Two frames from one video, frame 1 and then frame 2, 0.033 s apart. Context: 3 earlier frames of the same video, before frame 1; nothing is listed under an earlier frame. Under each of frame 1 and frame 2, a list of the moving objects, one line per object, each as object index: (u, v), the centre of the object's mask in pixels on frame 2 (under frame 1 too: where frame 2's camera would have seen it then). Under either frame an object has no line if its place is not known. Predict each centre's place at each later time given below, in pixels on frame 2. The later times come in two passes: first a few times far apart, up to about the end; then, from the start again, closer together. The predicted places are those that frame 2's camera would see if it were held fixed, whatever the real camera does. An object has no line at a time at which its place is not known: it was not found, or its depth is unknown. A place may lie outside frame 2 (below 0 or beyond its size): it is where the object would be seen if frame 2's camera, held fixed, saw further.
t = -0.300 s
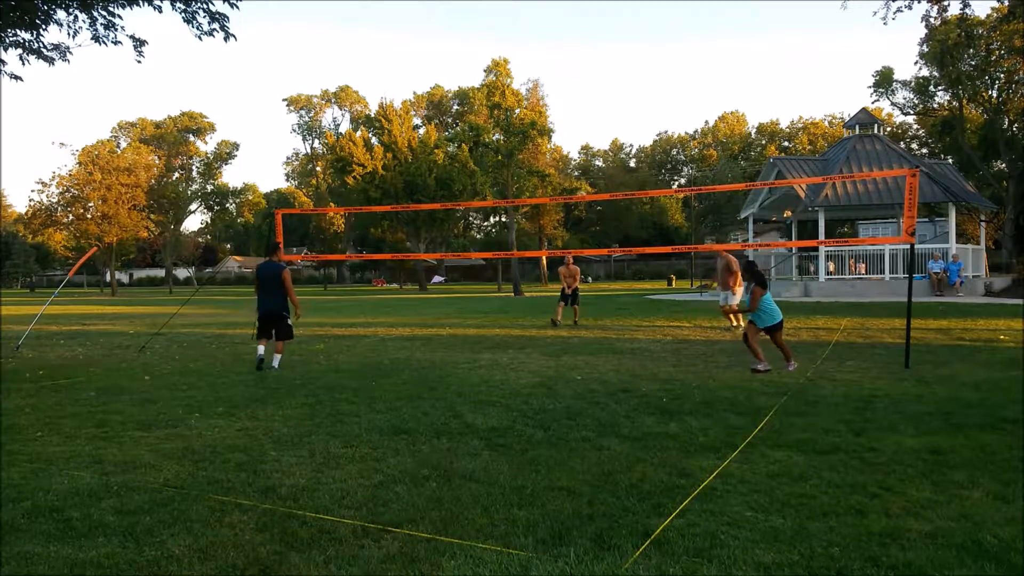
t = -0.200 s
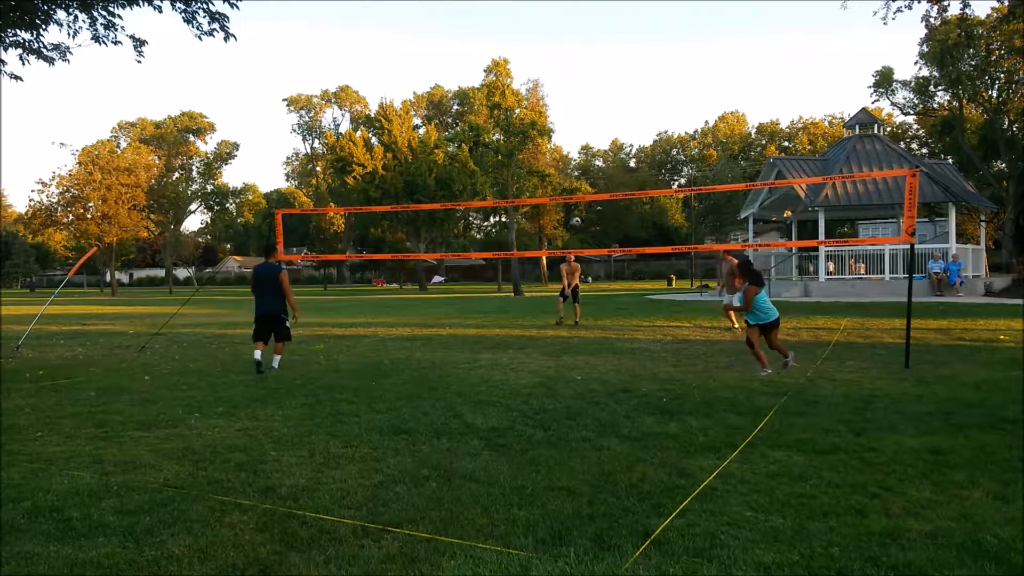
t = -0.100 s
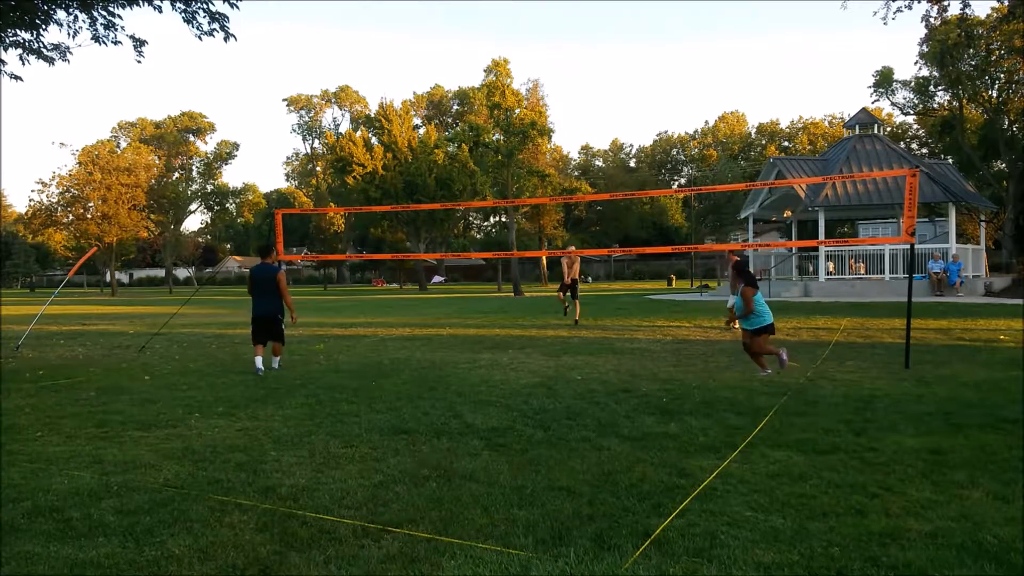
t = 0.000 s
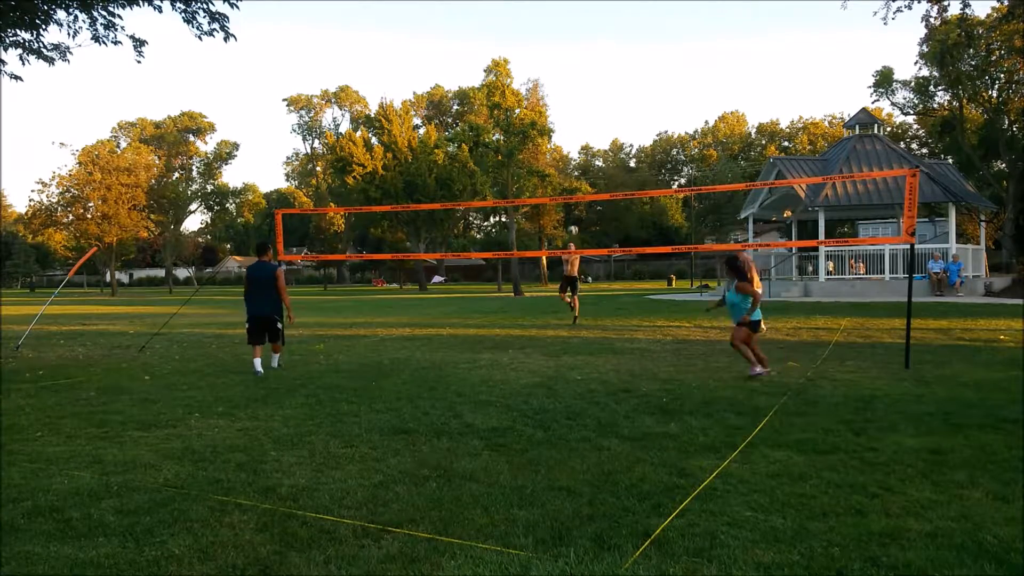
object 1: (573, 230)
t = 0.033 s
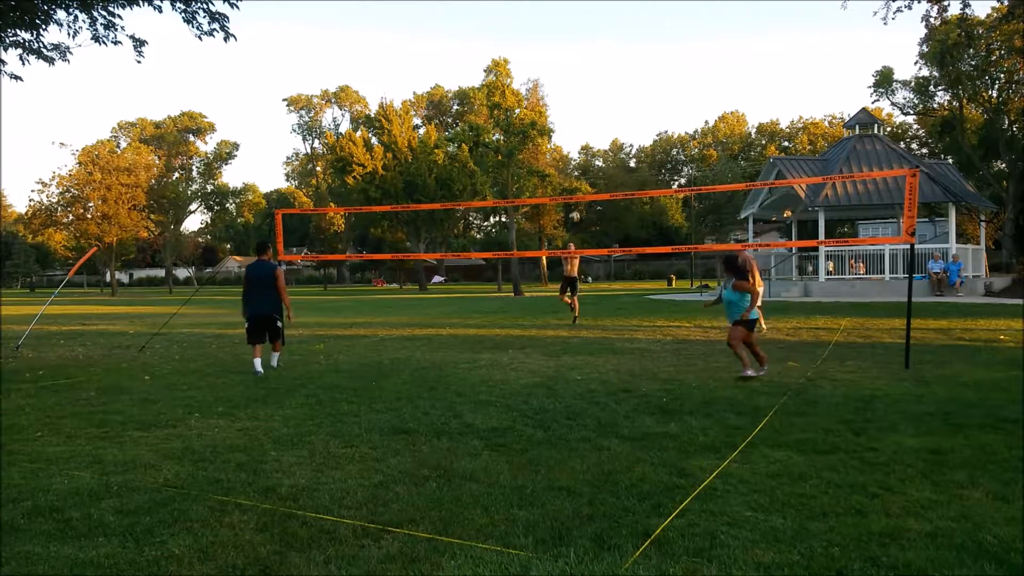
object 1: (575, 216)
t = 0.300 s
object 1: (589, 125)
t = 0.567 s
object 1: (604, 65)
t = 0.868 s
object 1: (625, 38)
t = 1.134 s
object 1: (643, 55)
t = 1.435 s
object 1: (663, 123)
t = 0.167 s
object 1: (582, 167)
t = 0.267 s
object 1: (587, 135)
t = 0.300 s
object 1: (589, 125)
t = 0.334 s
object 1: (590, 116)
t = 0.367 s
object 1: (592, 107)
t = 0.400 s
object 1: (594, 98)
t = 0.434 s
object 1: (596, 91)
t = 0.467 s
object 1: (598, 83)
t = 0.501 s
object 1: (600, 77)
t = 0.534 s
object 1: (603, 70)
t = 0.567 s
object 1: (604, 65)
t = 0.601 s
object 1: (607, 60)
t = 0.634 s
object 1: (609, 55)
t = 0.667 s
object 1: (611, 51)
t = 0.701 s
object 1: (613, 48)
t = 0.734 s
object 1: (615, 45)
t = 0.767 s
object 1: (618, 42)
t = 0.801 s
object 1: (620, 40)
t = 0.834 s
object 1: (622, 39)
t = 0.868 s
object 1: (625, 38)
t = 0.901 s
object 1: (627, 38)
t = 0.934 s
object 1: (629, 39)
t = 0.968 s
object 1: (631, 40)
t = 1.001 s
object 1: (634, 42)
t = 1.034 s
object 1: (636, 44)
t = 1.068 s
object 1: (638, 47)
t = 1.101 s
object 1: (640, 51)
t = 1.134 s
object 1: (643, 55)
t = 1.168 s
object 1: (645, 60)
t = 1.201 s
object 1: (648, 66)
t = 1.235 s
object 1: (650, 72)
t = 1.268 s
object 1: (652, 79)
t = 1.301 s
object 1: (654, 86)
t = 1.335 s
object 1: (656, 95)
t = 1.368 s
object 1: (659, 103)
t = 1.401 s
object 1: (661, 113)
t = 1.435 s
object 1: (663, 123)
